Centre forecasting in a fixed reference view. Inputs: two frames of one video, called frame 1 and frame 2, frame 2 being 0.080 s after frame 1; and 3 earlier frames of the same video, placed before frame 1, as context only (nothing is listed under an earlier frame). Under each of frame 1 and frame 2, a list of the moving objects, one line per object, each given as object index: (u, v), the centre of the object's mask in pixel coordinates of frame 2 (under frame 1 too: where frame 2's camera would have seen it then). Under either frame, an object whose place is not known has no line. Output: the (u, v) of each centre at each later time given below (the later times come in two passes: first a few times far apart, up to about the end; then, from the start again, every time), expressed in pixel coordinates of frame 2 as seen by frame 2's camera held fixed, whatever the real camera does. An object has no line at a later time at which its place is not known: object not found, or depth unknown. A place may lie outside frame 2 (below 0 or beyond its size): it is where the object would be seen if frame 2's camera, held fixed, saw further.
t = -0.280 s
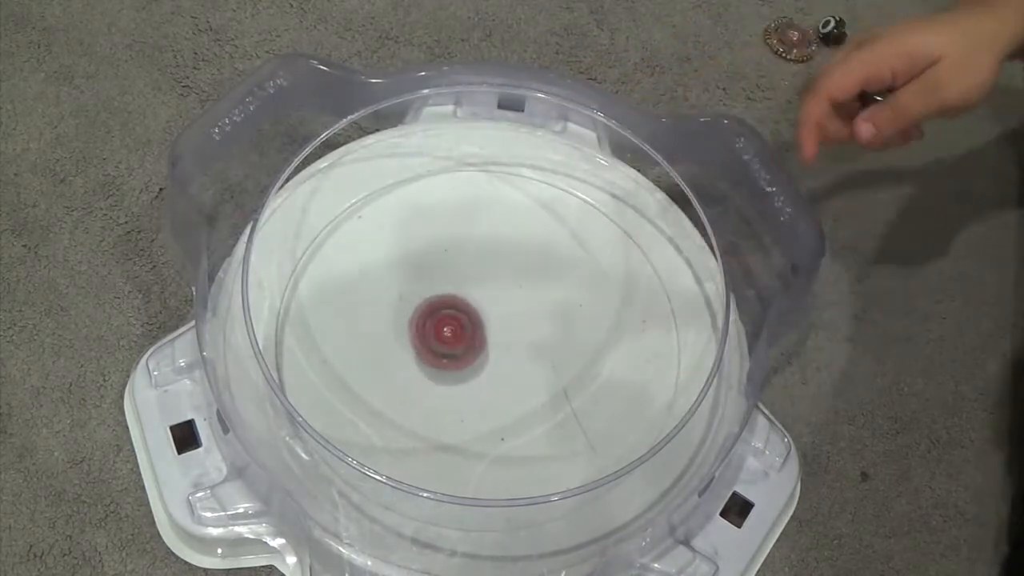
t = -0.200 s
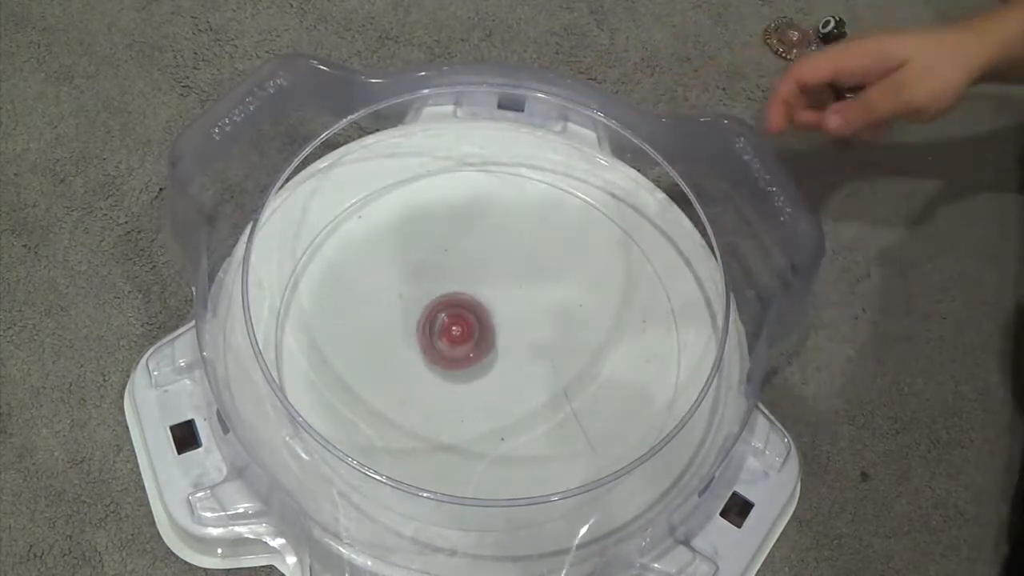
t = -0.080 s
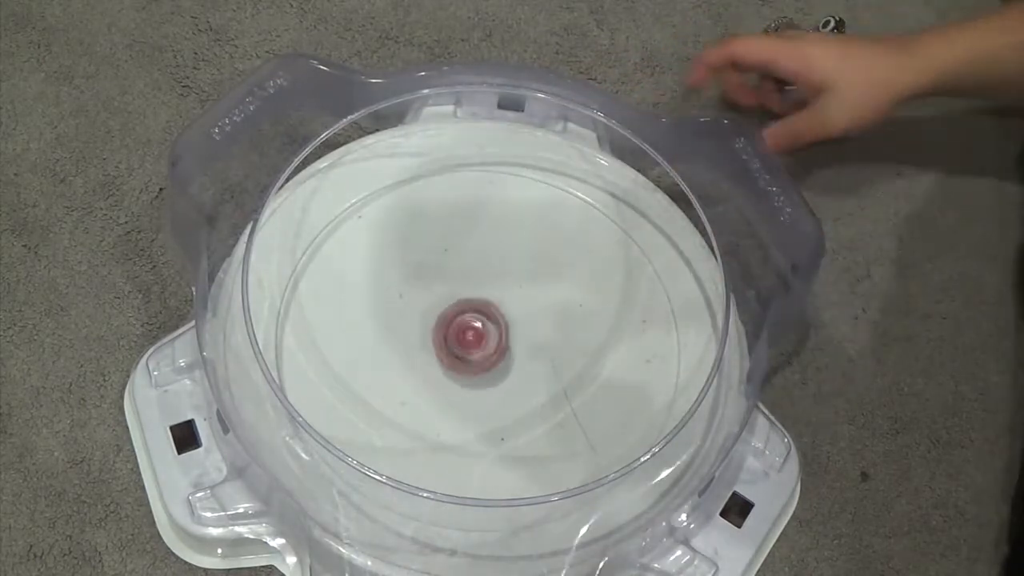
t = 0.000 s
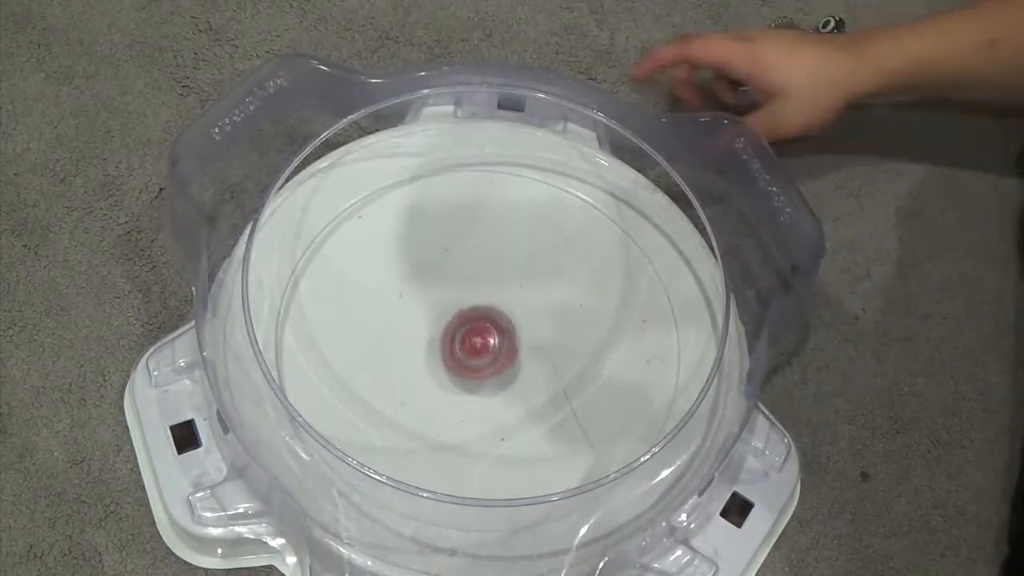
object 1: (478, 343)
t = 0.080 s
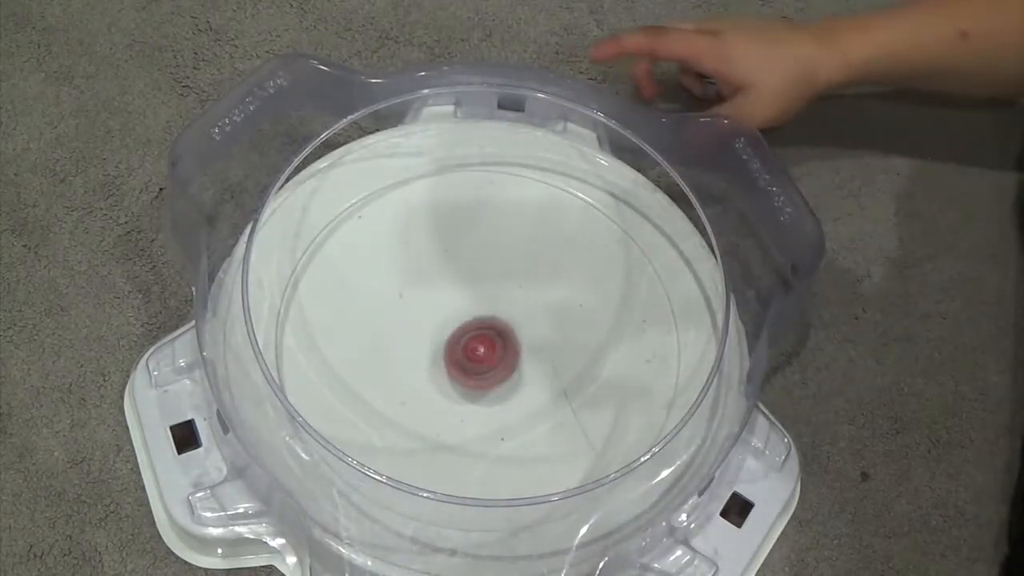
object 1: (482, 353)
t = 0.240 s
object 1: (476, 371)
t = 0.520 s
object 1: (454, 371)
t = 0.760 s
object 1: (470, 350)
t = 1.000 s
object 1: (498, 349)
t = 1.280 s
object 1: (495, 368)
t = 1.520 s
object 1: (473, 359)
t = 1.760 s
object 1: (477, 335)
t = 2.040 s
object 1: (497, 337)
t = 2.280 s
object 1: (480, 352)
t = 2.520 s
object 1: (461, 343)
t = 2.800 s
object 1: (470, 329)
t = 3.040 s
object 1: (481, 340)
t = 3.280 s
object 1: (464, 354)
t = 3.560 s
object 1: (455, 342)
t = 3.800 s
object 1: (472, 343)
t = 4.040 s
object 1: (472, 359)
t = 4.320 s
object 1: (459, 359)
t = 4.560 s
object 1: (469, 351)
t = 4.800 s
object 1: (481, 360)
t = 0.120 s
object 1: (481, 359)
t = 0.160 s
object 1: (481, 363)
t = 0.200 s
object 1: (478, 367)
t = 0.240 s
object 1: (476, 371)
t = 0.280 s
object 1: (473, 373)
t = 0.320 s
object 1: (468, 376)
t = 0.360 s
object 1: (465, 376)
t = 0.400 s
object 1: (461, 376)
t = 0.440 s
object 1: (459, 375)
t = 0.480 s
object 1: (456, 373)
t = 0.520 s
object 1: (454, 371)
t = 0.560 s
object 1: (454, 367)
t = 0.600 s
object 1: (455, 363)
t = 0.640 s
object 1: (458, 360)
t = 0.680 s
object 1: (460, 357)
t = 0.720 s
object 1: (465, 353)
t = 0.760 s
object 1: (470, 350)
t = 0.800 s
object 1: (474, 348)
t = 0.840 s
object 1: (480, 346)
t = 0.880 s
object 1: (485, 346)
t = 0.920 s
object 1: (491, 346)
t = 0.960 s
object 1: (495, 347)
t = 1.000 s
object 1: (498, 349)
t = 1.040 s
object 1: (501, 350)
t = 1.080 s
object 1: (503, 353)
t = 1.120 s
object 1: (504, 357)
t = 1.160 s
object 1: (503, 360)
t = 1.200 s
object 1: (502, 363)
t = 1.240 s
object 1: (499, 366)
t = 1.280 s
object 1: (495, 368)
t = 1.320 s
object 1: (491, 368)
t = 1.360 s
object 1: (487, 368)
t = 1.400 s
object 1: (484, 367)
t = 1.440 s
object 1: (479, 365)
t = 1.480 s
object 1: (476, 363)
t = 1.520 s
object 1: (473, 359)
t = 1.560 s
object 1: (470, 355)
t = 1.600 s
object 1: (470, 350)
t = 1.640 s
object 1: (470, 346)
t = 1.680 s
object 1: (472, 342)
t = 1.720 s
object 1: (474, 338)
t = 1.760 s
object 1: (477, 335)
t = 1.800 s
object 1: (480, 333)
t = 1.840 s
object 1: (483, 332)
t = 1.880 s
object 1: (487, 331)
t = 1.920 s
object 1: (490, 331)
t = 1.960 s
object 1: (493, 332)
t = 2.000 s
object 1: (495, 334)
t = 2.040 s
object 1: (497, 337)
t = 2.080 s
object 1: (497, 339)
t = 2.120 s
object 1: (496, 342)
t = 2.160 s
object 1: (494, 345)
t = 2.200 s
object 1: (491, 348)
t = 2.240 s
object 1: (487, 350)
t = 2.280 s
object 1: (480, 352)
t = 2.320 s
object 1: (479, 352)
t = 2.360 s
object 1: (475, 351)
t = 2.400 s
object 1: (471, 350)
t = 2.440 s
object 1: (466, 348)
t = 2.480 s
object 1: (464, 346)
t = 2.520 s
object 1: (461, 343)
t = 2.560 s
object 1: (460, 340)
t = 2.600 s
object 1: (460, 337)
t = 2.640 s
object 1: (461, 334)
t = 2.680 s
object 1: (463, 332)
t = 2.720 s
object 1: (465, 330)
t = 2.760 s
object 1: (468, 330)
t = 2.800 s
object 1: (470, 329)
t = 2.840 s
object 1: (473, 330)
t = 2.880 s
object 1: (476, 330)
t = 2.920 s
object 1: (478, 332)
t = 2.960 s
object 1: (480, 335)
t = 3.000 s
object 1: (480, 338)
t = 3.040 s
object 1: (481, 340)
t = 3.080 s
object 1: (479, 344)
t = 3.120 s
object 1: (478, 347)
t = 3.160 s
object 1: (475, 349)
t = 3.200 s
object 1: (472, 352)
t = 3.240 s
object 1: (468, 353)
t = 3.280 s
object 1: (464, 354)
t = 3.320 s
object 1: (461, 353)
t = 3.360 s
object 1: (459, 353)
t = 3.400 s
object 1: (456, 351)
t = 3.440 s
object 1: (454, 349)
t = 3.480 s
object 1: (454, 347)
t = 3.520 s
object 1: (454, 345)
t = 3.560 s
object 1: (455, 342)
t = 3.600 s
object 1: (458, 341)
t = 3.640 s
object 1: (461, 340)
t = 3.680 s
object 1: (463, 340)
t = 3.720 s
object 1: (466, 340)
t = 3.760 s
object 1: (469, 341)
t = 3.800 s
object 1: (472, 343)
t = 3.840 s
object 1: (473, 345)
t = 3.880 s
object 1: (475, 347)
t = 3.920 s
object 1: (476, 350)
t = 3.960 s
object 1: (475, 354)
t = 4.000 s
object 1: (474, 356)
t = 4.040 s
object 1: (472, 359)
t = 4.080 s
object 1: (470, 361)
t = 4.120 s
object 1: (467, 362)
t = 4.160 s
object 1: (465, 363)
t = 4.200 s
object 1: (462, 363)
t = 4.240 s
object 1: (460, 362)
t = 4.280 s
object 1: (459, 361)
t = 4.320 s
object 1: (459, 359)
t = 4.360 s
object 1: (458, 358)
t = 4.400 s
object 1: (459, 356)
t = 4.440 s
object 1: (461, 354)
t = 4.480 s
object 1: (464, 352)
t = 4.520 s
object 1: (466, 351)
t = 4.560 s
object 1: (469, 351)
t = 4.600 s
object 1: (472, 351)
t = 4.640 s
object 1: (475, 353)
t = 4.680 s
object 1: (477, 353)
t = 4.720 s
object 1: (479, 355)
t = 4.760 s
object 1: (480, 357)
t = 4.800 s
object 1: (481, 360)
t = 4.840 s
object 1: (481, 362)
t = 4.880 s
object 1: (481, 364)
